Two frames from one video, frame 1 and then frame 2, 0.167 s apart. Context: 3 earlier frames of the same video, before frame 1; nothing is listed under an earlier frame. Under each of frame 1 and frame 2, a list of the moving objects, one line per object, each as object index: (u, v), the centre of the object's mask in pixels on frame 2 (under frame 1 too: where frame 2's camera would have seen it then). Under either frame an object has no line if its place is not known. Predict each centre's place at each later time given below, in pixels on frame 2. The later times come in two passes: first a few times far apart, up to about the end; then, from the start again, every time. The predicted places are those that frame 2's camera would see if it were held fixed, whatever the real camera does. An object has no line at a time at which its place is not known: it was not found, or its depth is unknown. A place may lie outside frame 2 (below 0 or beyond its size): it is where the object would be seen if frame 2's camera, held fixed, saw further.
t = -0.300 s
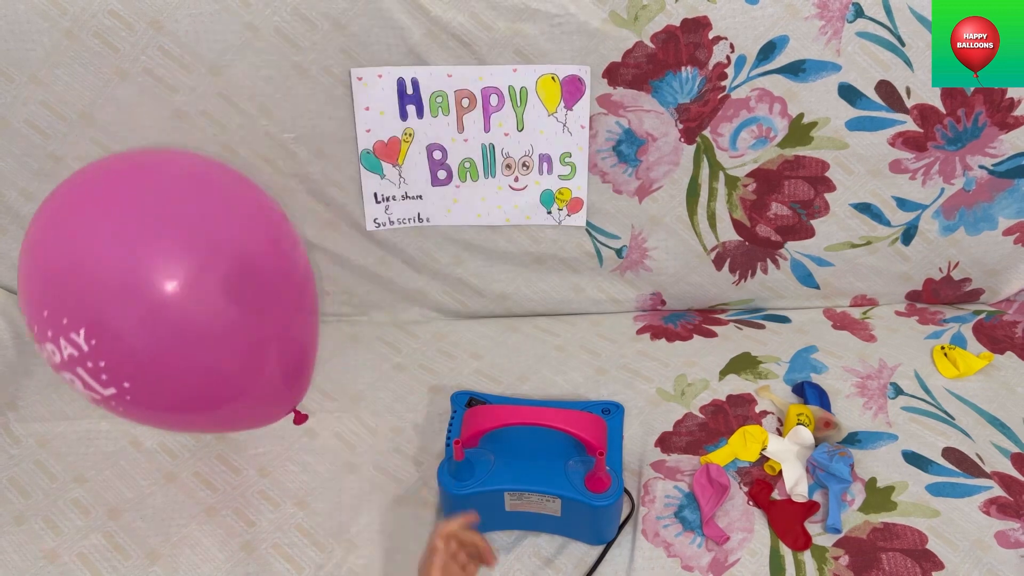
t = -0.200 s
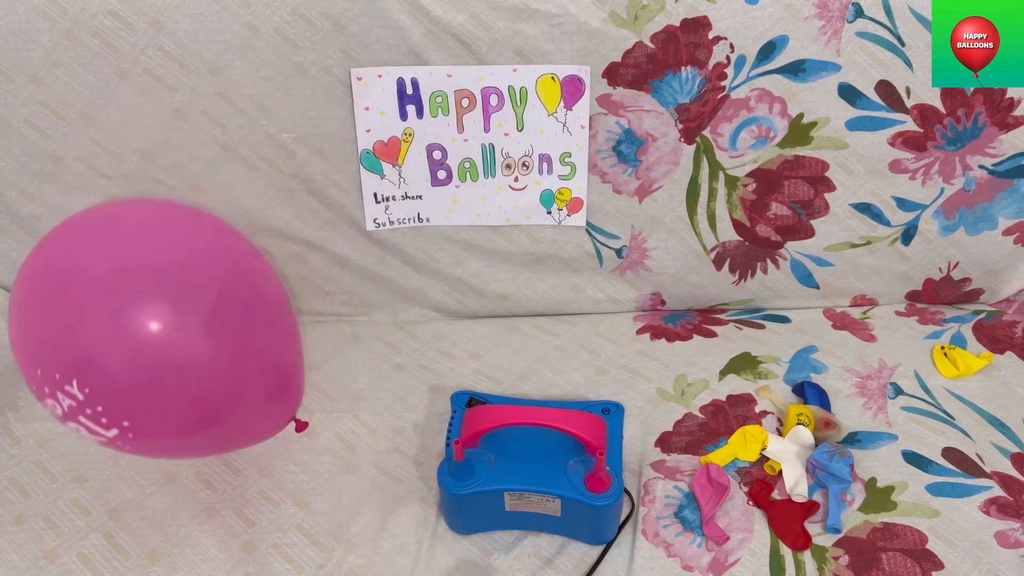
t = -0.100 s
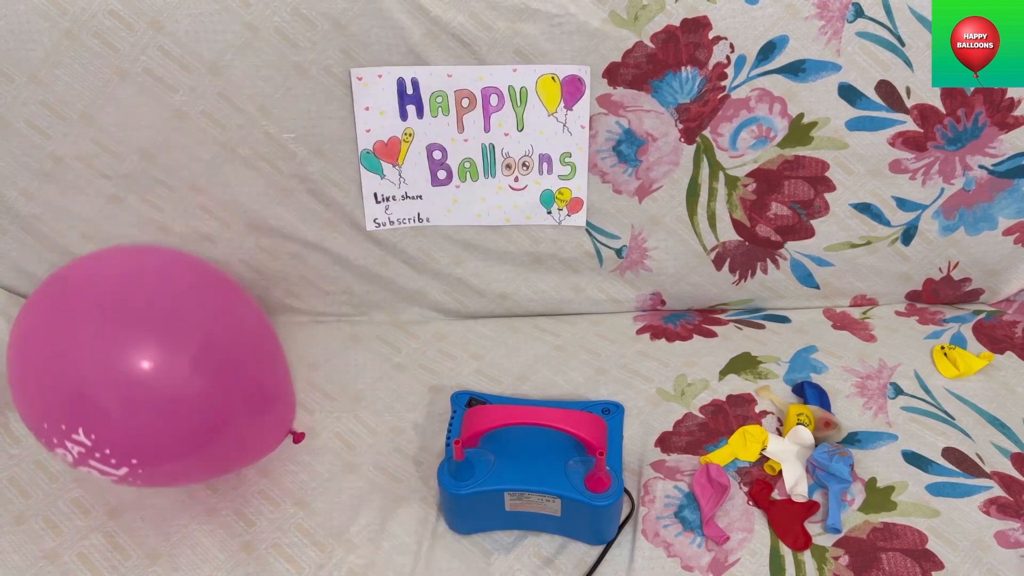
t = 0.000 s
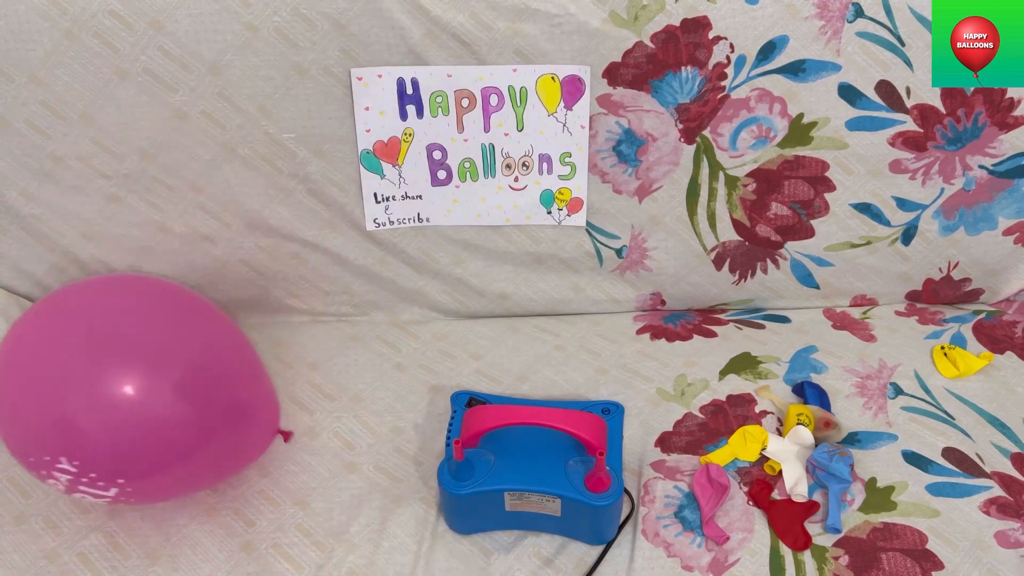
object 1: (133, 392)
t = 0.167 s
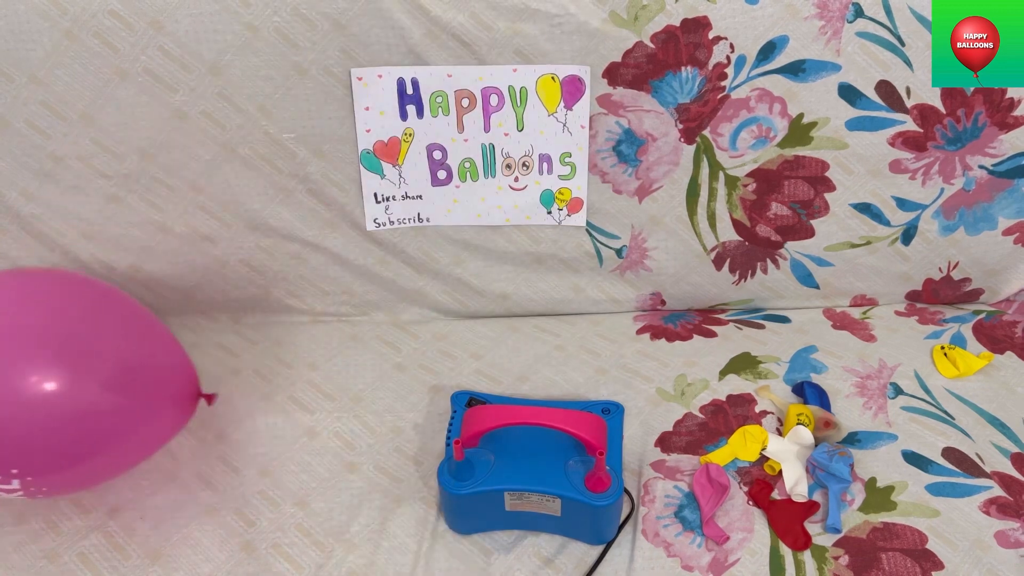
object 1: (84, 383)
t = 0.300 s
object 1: (64, 379)
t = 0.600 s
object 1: (74, 343)
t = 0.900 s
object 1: (89, 338)
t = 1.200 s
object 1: (127, 343)
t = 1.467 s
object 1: (175, 336)
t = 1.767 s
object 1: (203, 327)
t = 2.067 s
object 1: (210, 321)
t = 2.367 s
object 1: (201, 316)
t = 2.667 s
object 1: (179, 310)
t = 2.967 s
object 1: (153, 299)
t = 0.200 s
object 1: (76, 383)
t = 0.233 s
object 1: (69, 384)
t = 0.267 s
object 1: (64, 384)
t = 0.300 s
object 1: (64, 379)
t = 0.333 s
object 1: (64, 373)
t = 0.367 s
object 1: (65, 367)
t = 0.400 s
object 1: (66, 363)
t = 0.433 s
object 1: (68, 358)
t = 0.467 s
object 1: (69, 354)
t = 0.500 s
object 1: (71, 351)
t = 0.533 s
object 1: (72, 348)
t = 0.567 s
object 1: (73, 346)
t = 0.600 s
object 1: (74, 343)
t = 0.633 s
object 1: (74, 341)
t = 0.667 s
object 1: (75, 338)
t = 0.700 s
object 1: (75, 337)
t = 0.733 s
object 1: (76, 335)
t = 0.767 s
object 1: (77, 333)
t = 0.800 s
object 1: (79, 333)
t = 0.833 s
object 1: (82, 334)
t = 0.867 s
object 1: (85, 336)
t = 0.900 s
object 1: (89, 338)
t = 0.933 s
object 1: (93, 341)
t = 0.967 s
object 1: (96, 346)
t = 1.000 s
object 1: (100, 350)
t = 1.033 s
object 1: (104, 354)
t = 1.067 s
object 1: (108, 352)
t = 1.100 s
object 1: (112, 349)
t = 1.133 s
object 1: (116, 347)
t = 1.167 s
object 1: (121, 344)
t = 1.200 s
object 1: (127, 343)
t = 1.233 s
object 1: (134, 341)
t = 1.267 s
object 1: (140, 341)
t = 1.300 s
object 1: (147, 340)
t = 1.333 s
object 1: (153, 340)
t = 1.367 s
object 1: (159, 339)
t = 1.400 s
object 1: (165, 338)
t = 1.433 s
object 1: (170, 337)
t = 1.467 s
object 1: (175, 336)
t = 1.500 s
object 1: (180, 335)
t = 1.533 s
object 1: (183, 334)
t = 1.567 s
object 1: (187, 333)
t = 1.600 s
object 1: (190, 332)
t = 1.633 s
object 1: (193, 331)
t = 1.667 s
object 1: (196, 330)
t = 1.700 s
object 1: (198, 329)
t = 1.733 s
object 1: (201, 328)
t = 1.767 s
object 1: (203, 327)
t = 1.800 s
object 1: (204, 326)
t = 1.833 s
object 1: (206, 325)
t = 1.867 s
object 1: (207, 324)
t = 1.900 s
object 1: (208, 324)
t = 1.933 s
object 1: (209, 323)
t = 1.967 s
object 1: (210, 322)
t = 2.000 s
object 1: (210, 322)
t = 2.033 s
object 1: (210, 321)
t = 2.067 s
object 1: (210, 321)
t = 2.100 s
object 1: (210, 320)
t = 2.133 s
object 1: (210, 319)
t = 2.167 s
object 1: (209, 319)
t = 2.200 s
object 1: (208, 318)
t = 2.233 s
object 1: (207, 318)
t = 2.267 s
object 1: (206, 317)
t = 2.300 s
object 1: (205, 316)
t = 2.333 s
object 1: (203, 316)
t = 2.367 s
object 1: (201, 316)
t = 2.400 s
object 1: (199, 315)
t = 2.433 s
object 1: (198, 315)
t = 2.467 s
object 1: (195, 314)
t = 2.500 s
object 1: (193, 313)
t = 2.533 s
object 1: (191, 313)
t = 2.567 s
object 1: (188, 313)
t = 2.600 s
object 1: (185, 312)
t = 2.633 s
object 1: (182, 311)
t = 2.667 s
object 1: (179, 310)
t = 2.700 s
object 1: (175, 309)
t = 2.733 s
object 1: (172, 308)
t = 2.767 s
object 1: (169, 307)
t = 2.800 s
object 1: (166, 306)
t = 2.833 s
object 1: (162, 304)
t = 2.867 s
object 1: (160, 303)
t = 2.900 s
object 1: (157, 301)
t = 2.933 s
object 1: (155, 300)
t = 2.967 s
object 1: (153, 299)
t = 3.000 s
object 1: (151, 299)
